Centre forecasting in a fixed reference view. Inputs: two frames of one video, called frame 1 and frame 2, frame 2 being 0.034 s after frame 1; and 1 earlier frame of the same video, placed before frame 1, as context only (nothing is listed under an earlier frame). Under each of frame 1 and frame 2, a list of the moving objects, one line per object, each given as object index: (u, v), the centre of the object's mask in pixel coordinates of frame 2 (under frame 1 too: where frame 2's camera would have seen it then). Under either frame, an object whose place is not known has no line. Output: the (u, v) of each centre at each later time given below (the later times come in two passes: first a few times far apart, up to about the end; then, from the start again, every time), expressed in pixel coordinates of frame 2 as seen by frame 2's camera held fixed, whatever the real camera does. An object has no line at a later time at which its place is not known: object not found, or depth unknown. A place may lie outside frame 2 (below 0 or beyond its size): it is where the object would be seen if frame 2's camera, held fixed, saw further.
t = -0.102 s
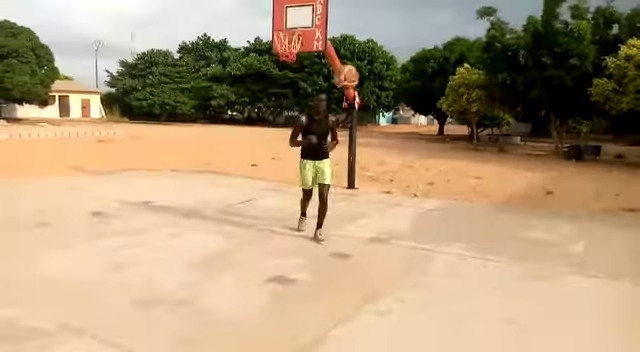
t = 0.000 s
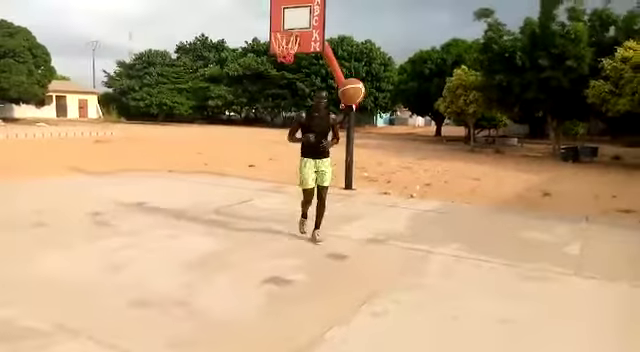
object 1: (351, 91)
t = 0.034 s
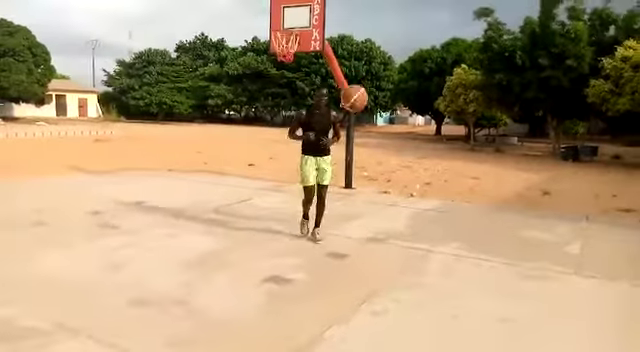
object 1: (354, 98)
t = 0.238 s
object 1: (373, 178)
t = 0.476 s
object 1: (394, 294)
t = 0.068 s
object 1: (360, 106)
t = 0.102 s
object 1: (359, 117)
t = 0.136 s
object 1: (363, 129)
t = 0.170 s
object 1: (366, 143)
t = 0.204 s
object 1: (368, 159)
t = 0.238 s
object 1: (373, 178)
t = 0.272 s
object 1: (376, 199)
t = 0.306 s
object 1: (379, 220)
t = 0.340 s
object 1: (383, 245)
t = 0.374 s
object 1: (388, 274)
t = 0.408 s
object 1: (392, 304)
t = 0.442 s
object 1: (395, 315)
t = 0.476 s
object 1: (394, 294)
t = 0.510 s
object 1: (392, 274)
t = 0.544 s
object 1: (391, 256)
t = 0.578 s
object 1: (390, 239)
